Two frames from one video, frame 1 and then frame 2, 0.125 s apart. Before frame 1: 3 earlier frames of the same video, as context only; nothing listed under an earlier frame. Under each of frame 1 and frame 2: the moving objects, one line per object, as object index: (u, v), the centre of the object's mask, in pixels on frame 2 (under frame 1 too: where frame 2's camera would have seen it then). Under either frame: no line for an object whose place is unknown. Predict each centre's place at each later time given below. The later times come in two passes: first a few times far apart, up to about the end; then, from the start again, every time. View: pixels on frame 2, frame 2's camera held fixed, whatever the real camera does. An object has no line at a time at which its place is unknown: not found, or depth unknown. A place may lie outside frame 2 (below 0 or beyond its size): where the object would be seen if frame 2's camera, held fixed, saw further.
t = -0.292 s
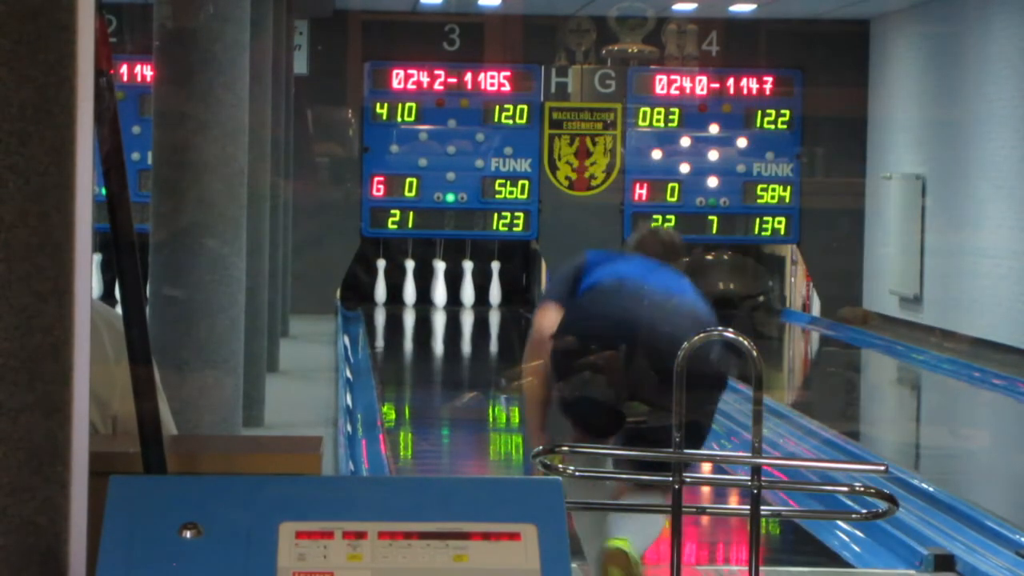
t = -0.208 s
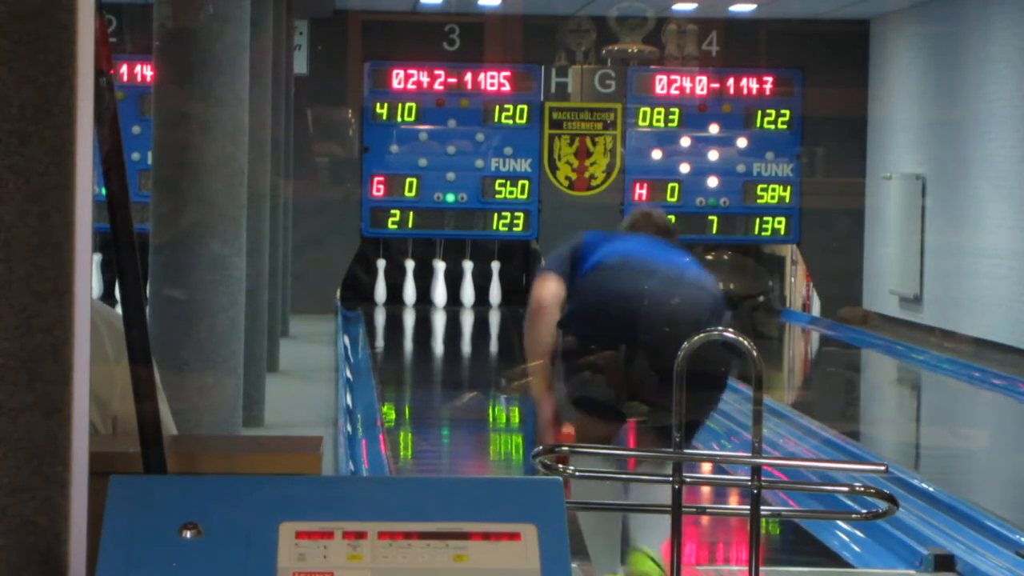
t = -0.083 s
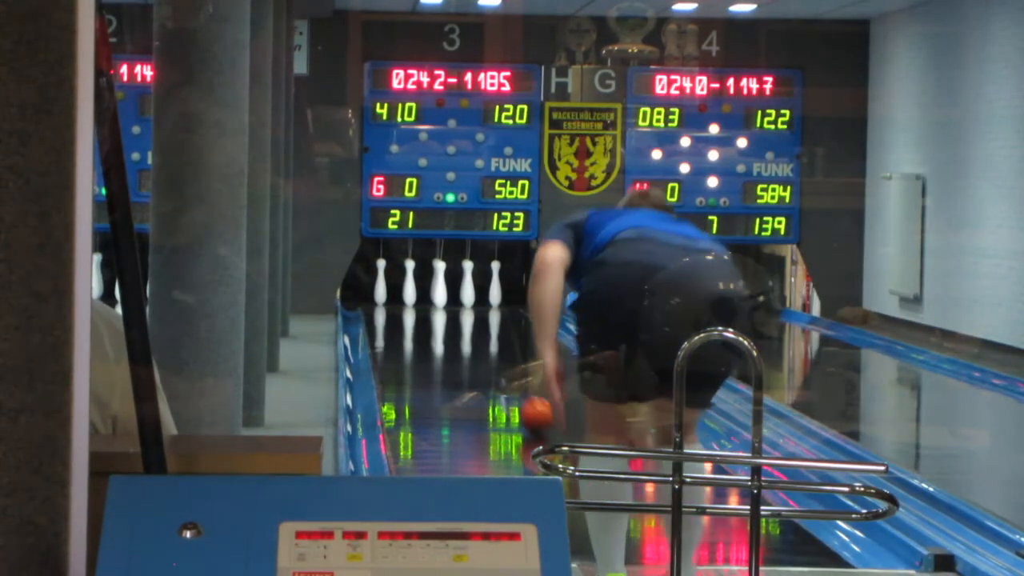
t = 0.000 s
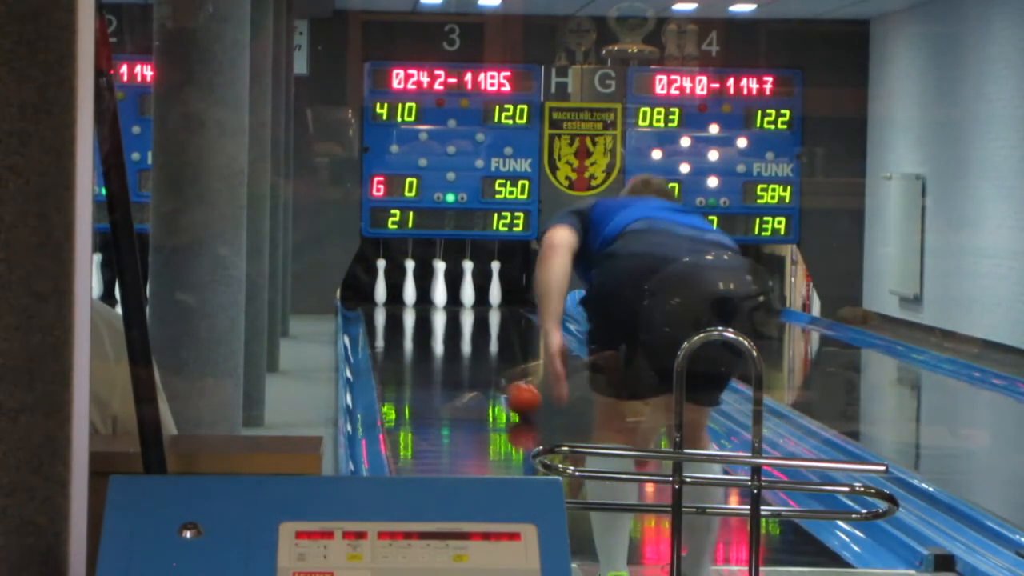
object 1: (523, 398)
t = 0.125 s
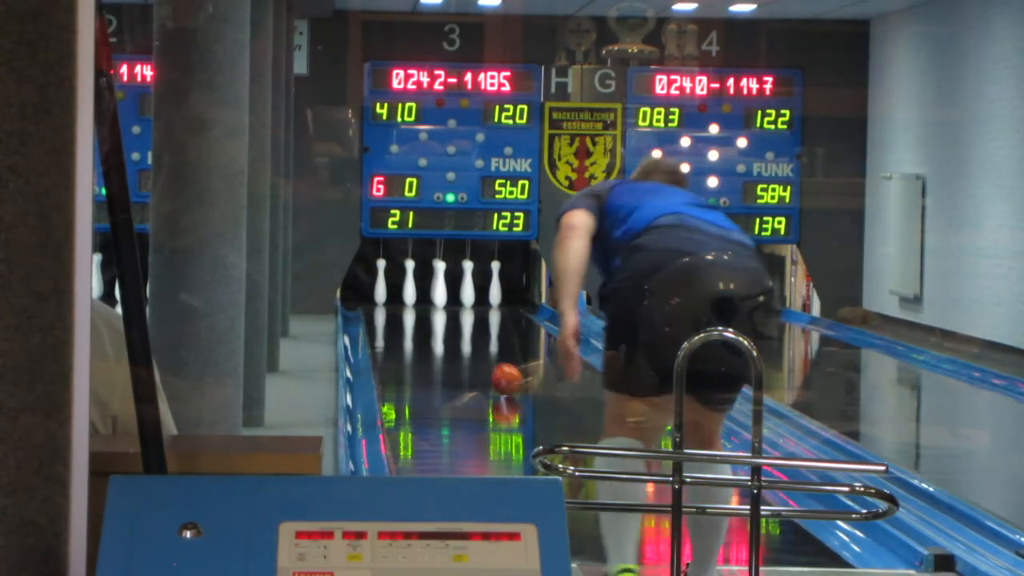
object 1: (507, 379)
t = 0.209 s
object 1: (496, 367)
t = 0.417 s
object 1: (476, 345)
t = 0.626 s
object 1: (460, 326)
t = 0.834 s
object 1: (448, 312)
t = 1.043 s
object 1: (437, 301)
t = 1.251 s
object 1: (420, 295)
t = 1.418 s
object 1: (419, 294)
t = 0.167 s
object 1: (501, 372)
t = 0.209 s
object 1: (496, 367)
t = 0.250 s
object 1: (492, 362)
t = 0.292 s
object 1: (487, 357)
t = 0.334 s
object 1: (484, 353)
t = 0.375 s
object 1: (480, 348)
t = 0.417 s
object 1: (476, 345)
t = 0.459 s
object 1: (473, 341)
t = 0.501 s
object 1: (469, 337)
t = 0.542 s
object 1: (466, 333)
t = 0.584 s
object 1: (463, 329)
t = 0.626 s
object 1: (460, 326)
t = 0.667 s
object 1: (457, 323)
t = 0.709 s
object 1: (455, 319)
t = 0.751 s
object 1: (452, 317)
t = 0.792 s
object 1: (450, 314)
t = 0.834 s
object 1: (448, 312)
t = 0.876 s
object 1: (446, 309)
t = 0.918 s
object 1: (444, 307)
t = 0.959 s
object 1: (442, 305)
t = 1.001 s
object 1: (439, 303)
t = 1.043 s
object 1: (437, 301)
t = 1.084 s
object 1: (434, 299)
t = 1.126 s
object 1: (426, 297)
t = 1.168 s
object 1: (424, 296)
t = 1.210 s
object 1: (420, 295)
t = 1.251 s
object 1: (420, 295)
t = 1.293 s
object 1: (421, 294)
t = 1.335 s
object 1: (421, 294)
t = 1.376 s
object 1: (420, 294)
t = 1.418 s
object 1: (419, 294)
